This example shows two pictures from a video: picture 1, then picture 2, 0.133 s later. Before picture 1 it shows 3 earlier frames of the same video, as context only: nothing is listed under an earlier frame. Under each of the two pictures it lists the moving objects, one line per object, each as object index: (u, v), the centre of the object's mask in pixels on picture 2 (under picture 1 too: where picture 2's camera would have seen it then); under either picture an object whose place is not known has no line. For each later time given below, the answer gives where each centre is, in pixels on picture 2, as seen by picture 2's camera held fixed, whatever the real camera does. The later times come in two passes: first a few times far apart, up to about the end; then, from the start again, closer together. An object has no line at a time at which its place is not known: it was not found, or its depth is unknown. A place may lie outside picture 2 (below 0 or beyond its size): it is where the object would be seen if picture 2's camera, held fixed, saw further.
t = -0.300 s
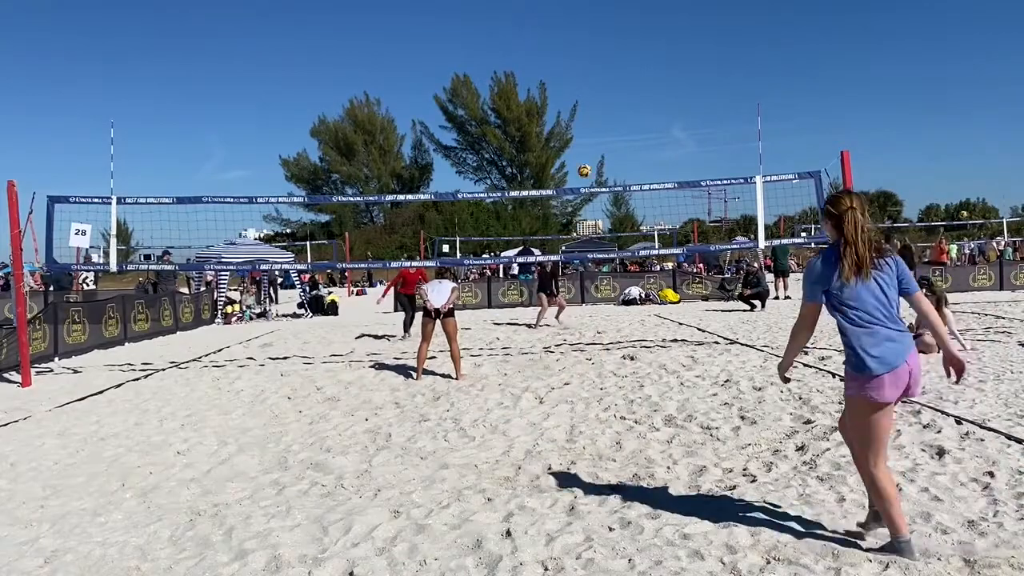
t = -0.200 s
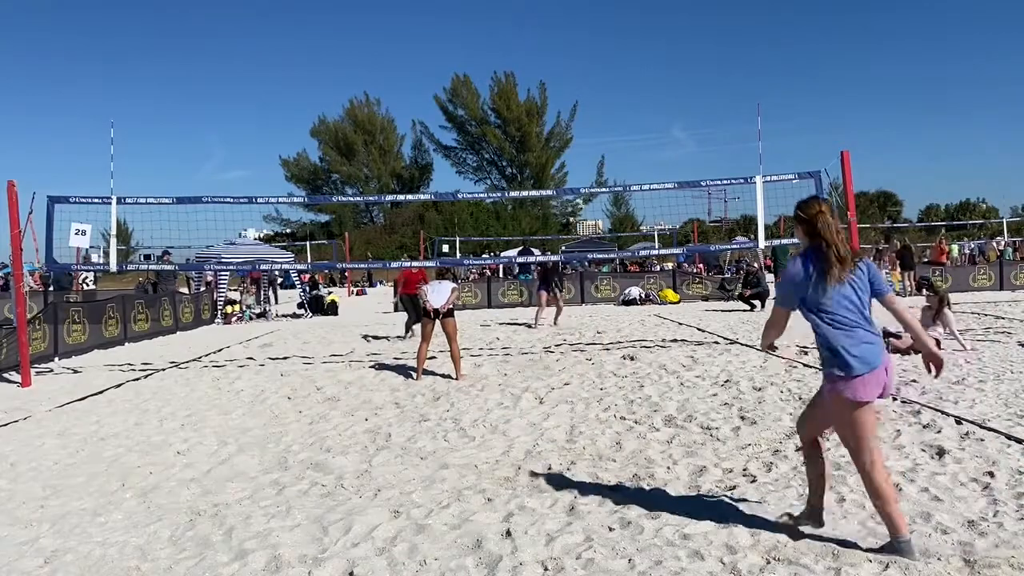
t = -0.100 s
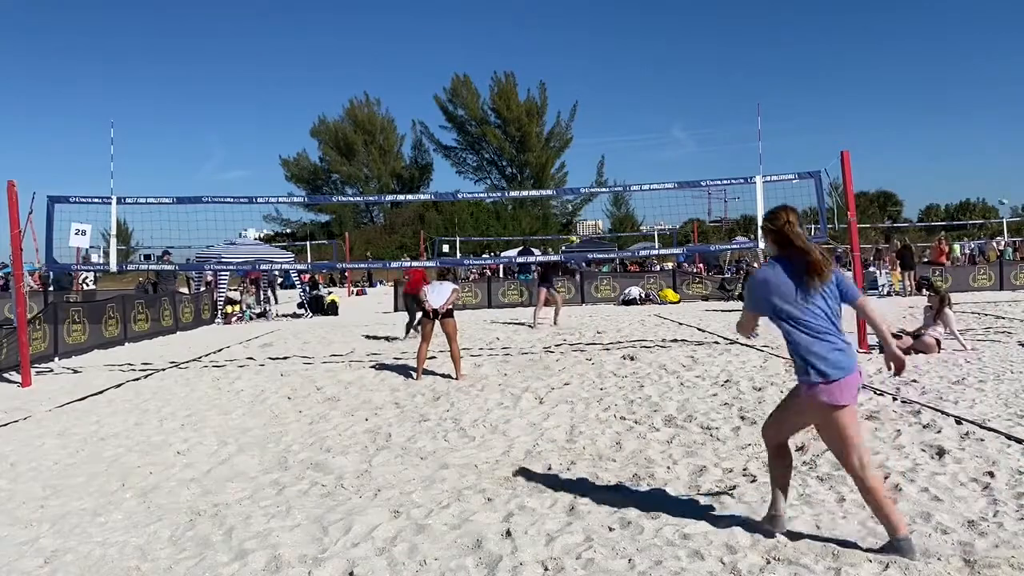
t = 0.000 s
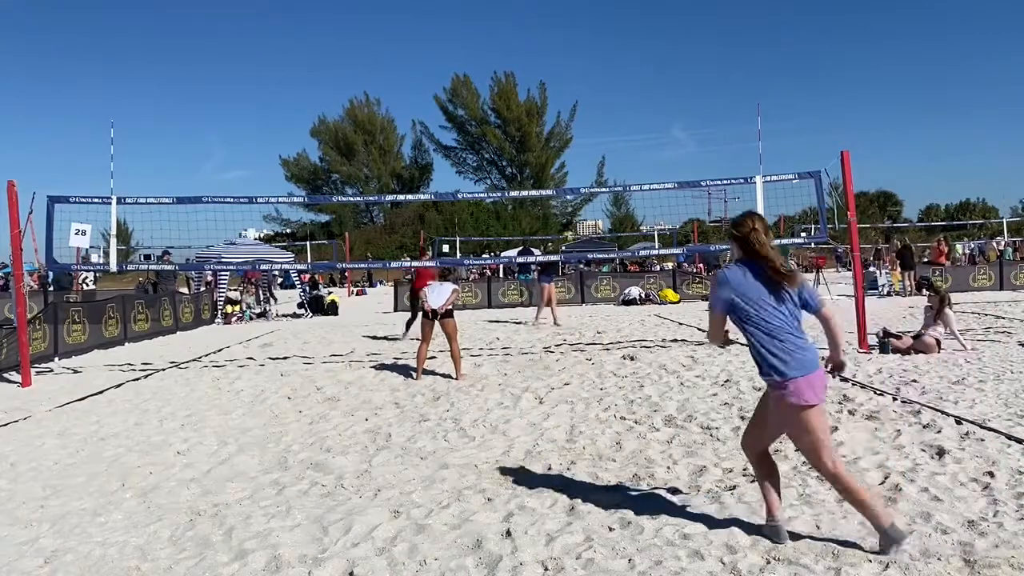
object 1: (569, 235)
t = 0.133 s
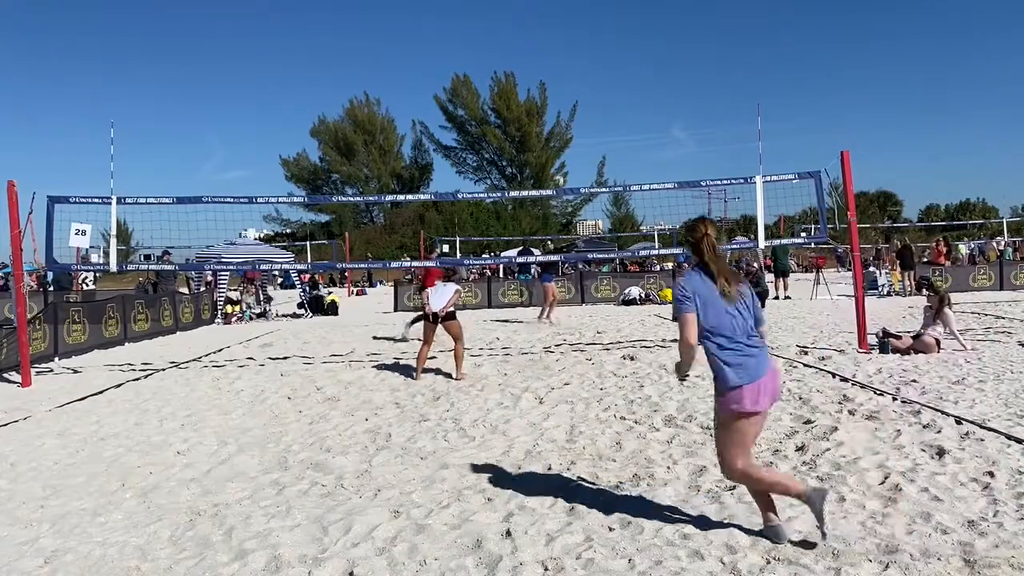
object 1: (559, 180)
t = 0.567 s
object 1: (531, 57)
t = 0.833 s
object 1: (515, 31)
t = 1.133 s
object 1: (500, 51)
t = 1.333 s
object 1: (492, 93)
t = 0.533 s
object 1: (532, 63)
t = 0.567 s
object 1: (531, 57)
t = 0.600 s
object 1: (528, 52)
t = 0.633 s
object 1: (526, 46)
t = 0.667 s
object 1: (525, 43)
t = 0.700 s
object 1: (523, 39)
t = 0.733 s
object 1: (520, 36)
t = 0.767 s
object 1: (519, 34)
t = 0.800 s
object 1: (517, 32)
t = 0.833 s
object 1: (515, 31)
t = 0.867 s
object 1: (513, 30)
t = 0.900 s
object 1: (512, 30)
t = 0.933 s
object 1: (510, 32)
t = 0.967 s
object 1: (508, 33)
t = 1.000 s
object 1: (506, 35)
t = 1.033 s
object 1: (505, 38)
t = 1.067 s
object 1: (503, 41)
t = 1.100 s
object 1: (502, 45)
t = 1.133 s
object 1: (500, 51)
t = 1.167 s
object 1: (499, 56)
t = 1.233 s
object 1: (497, 68)
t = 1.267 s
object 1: (495, 76)
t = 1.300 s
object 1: (493, 84)
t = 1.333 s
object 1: (492, 93)
